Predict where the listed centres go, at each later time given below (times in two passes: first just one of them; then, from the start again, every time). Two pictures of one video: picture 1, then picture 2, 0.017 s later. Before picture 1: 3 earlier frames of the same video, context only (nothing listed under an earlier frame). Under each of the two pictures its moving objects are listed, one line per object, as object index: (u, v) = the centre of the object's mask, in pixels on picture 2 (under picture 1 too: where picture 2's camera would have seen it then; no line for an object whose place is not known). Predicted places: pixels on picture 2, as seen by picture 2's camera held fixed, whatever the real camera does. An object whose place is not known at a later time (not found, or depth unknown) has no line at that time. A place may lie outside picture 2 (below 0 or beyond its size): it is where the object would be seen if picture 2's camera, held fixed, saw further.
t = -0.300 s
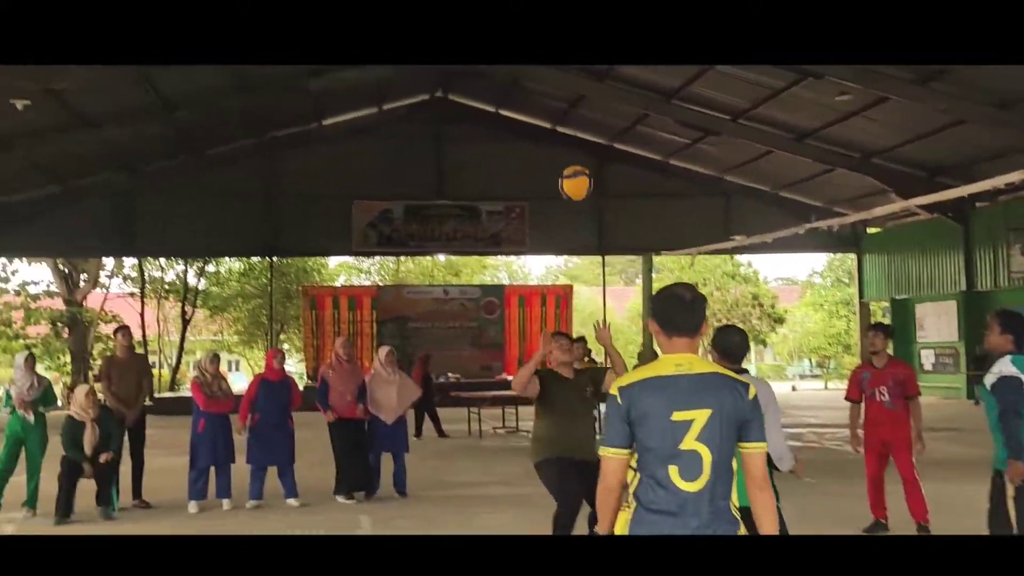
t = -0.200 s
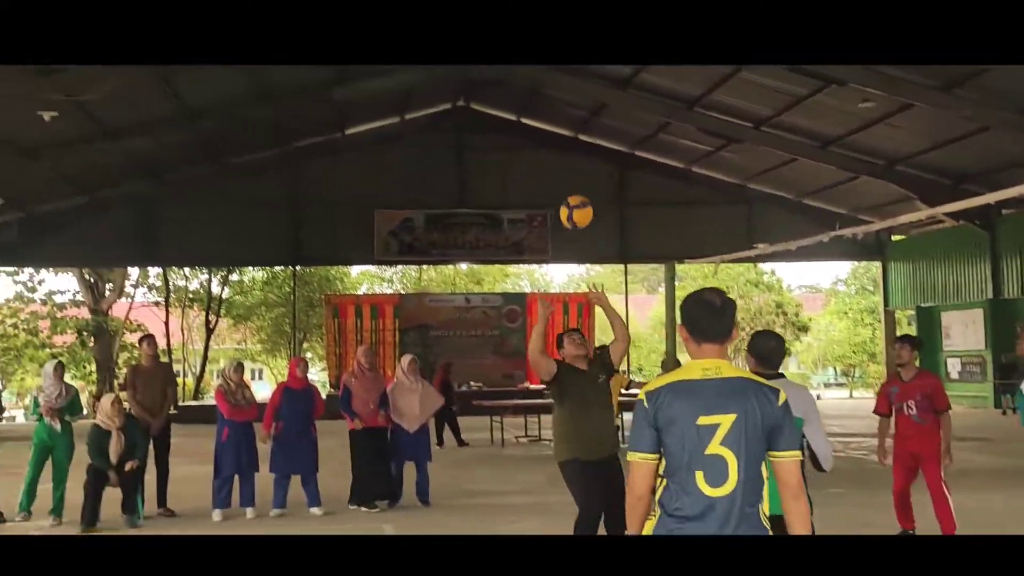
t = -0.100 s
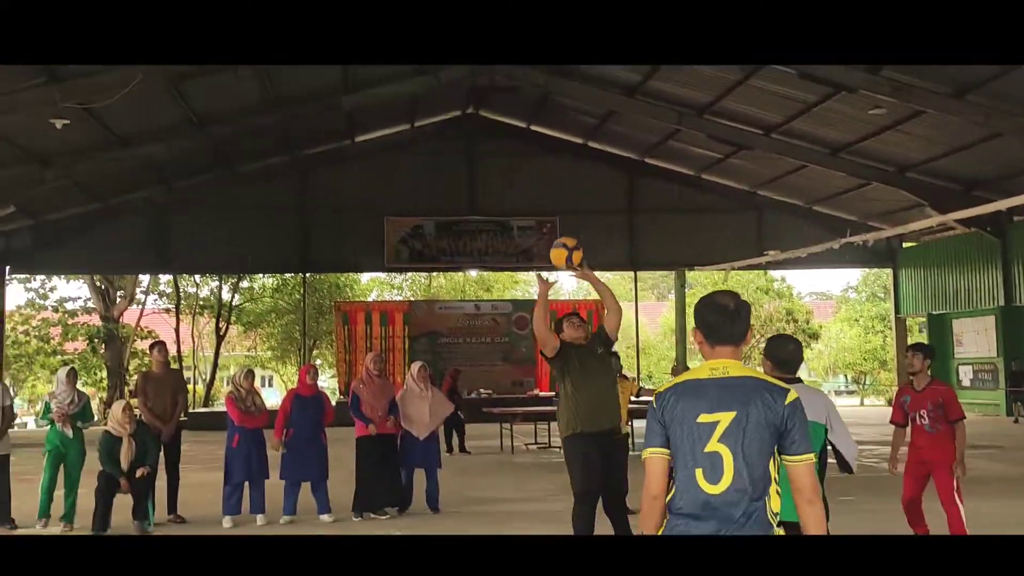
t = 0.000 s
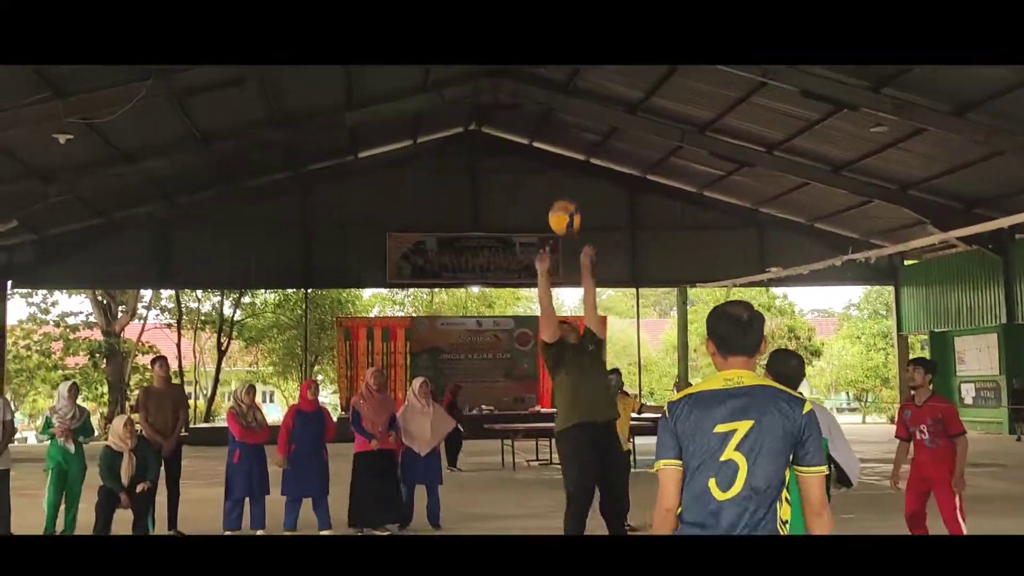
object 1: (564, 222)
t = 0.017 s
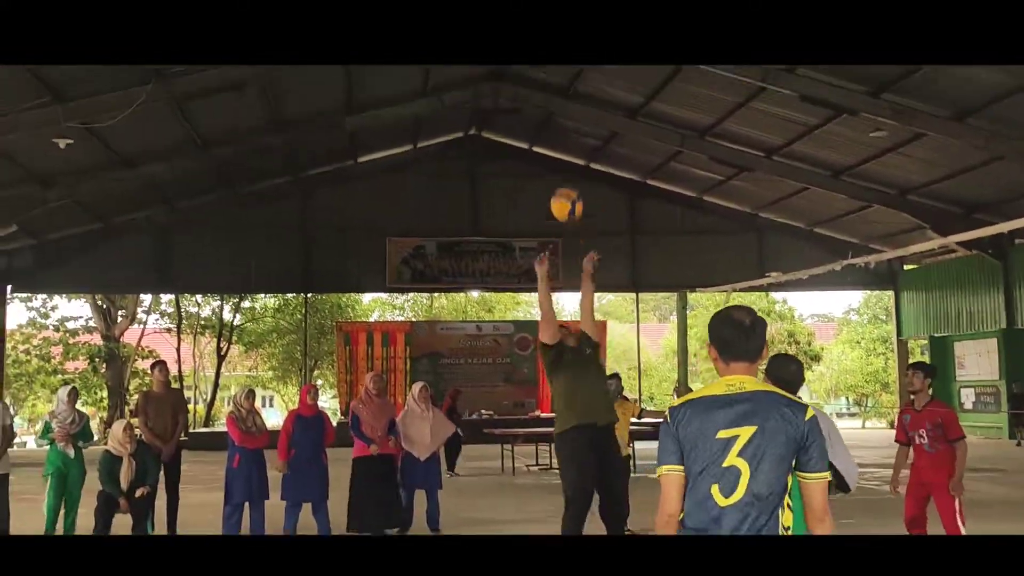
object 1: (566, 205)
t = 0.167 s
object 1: (589, 57)
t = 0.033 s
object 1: (568, 188)
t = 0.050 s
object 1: (572, 170)
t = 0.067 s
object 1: (574, 153)
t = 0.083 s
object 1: (576, 137)
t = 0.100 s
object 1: (578, 120)
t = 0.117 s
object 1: (581, 104)
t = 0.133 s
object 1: (584, 88)
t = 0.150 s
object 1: (586, 72)
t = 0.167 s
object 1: (589, 57)
